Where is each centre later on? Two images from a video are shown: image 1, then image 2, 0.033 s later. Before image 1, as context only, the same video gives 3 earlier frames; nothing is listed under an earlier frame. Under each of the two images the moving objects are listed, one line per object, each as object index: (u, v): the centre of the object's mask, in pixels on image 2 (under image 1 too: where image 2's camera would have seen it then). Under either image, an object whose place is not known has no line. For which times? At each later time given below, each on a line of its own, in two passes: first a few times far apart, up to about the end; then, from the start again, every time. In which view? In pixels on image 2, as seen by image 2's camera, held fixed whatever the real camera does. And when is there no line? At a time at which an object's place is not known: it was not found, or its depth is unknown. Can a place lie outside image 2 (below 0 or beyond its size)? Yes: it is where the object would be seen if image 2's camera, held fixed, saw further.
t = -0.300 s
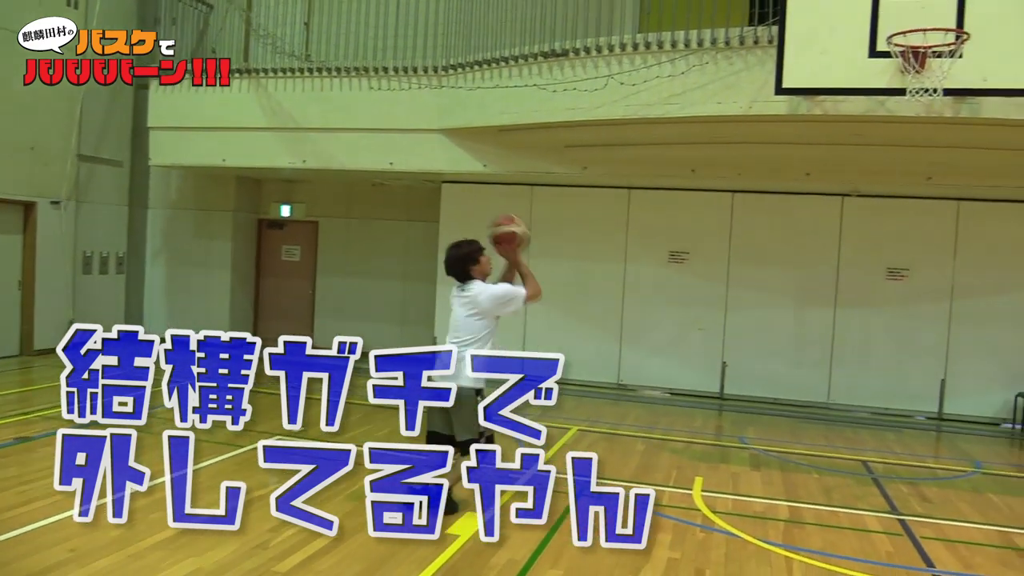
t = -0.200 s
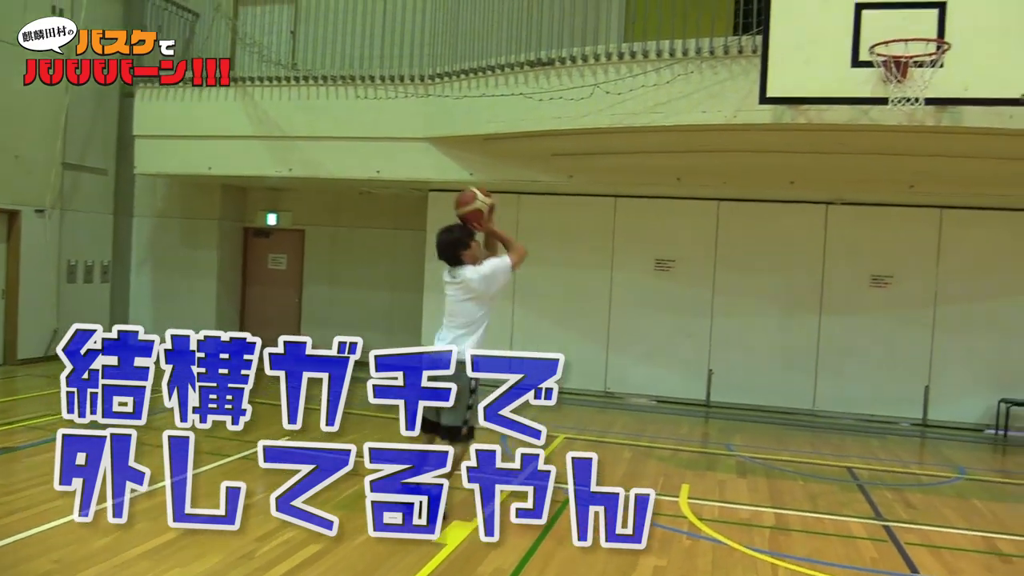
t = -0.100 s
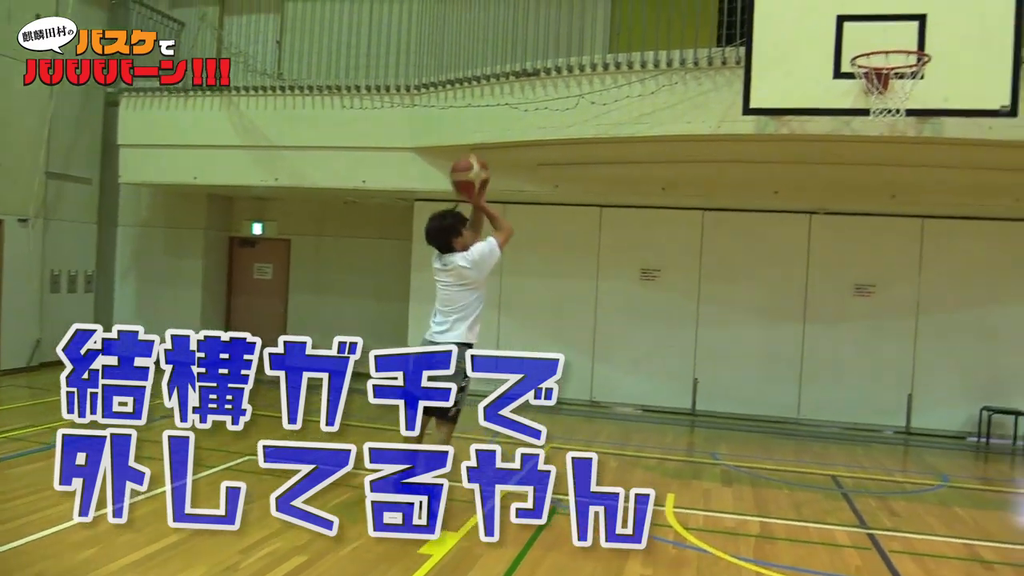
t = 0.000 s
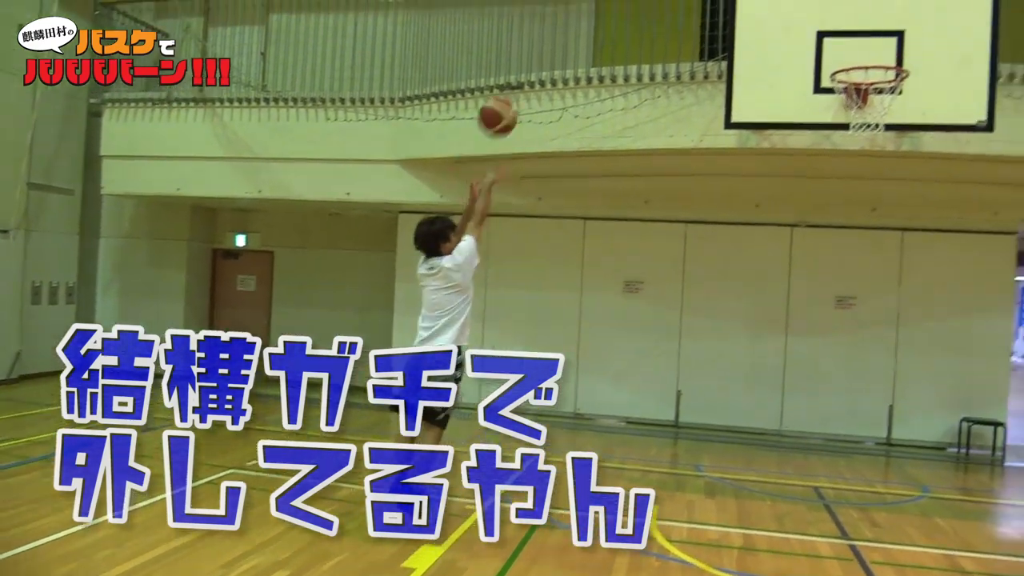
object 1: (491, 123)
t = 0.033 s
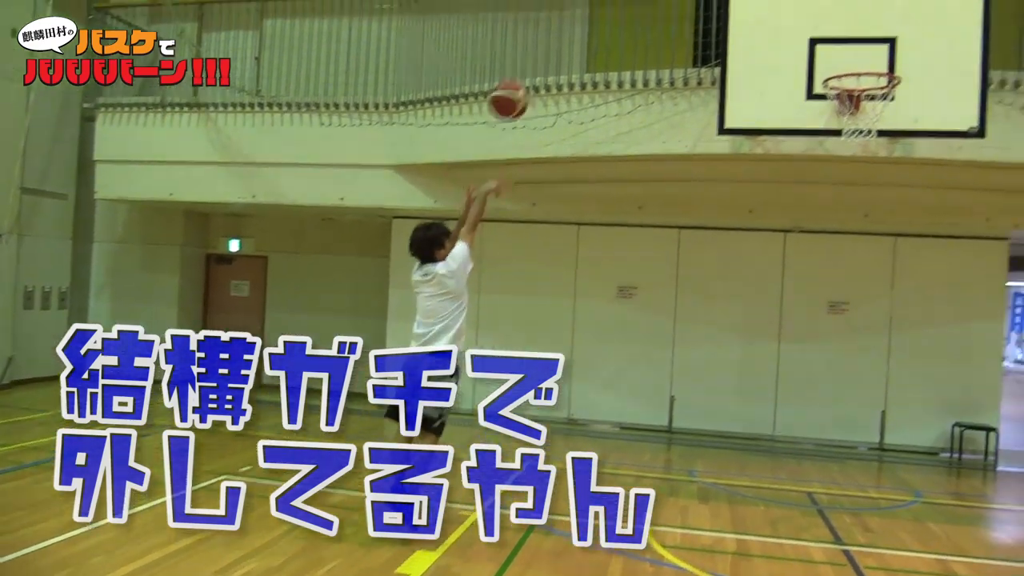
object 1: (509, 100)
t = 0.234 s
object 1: (609, 4)
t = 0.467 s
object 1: (713, -27)
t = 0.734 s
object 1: (815, 35)
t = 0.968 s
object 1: (879, 47)
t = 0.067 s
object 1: (526, 79)
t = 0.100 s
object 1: (543, 61)
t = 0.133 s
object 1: (560, 45)
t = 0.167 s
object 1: (577, 29)
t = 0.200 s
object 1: (593, 15)
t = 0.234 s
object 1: (609, 4)
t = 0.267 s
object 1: (625, -5)
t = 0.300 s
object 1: (640, -12)
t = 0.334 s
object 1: (654, -19)
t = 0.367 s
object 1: (670, -25)
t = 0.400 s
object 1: (685, -27)
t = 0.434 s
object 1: (698, -28)
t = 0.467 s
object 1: (713, -27)
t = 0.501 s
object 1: (726, -25)
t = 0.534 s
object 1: (739, -21)
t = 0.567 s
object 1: (752, -16)
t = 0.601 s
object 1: (765, -7)
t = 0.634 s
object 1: (778, 1)
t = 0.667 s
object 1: (790, 11)
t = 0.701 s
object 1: (803, 22)
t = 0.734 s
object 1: (815, 35)
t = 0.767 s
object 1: (827, 48)
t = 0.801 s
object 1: (836, 58)
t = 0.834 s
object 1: (845, 67)
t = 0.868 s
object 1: (853, 63)
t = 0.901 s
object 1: (861, 55)
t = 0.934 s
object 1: (870, 51)
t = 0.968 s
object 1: (879, 47)
